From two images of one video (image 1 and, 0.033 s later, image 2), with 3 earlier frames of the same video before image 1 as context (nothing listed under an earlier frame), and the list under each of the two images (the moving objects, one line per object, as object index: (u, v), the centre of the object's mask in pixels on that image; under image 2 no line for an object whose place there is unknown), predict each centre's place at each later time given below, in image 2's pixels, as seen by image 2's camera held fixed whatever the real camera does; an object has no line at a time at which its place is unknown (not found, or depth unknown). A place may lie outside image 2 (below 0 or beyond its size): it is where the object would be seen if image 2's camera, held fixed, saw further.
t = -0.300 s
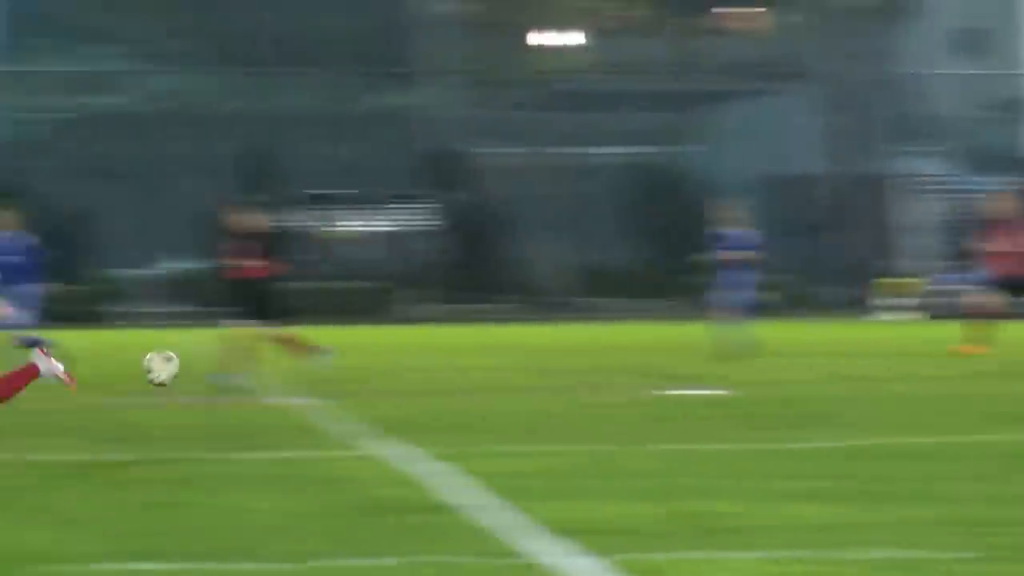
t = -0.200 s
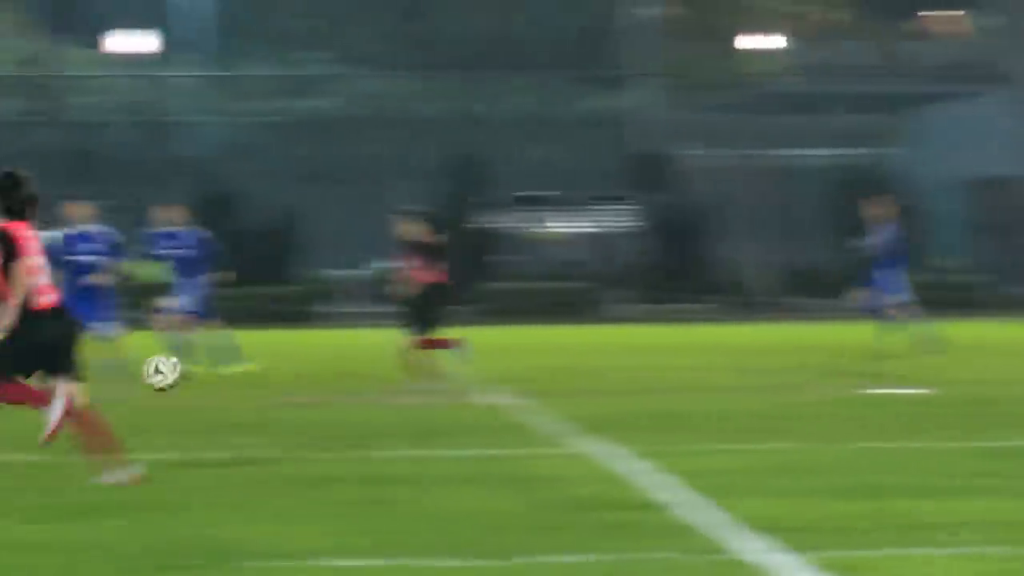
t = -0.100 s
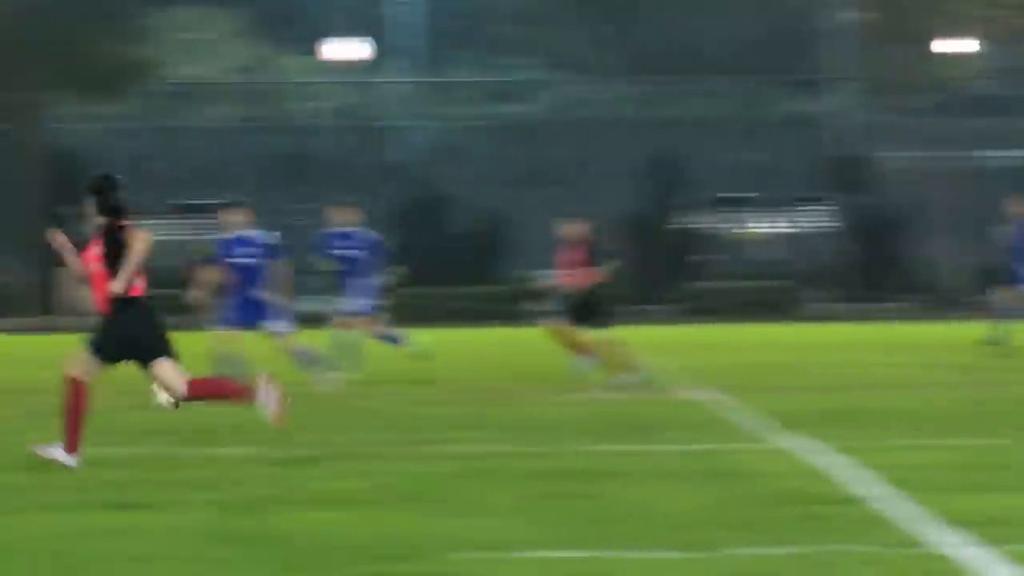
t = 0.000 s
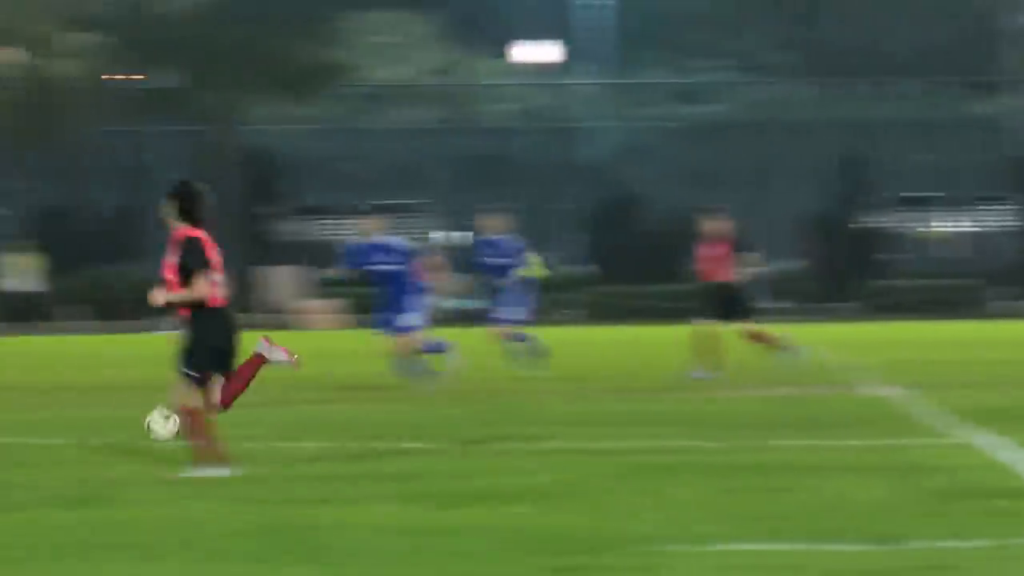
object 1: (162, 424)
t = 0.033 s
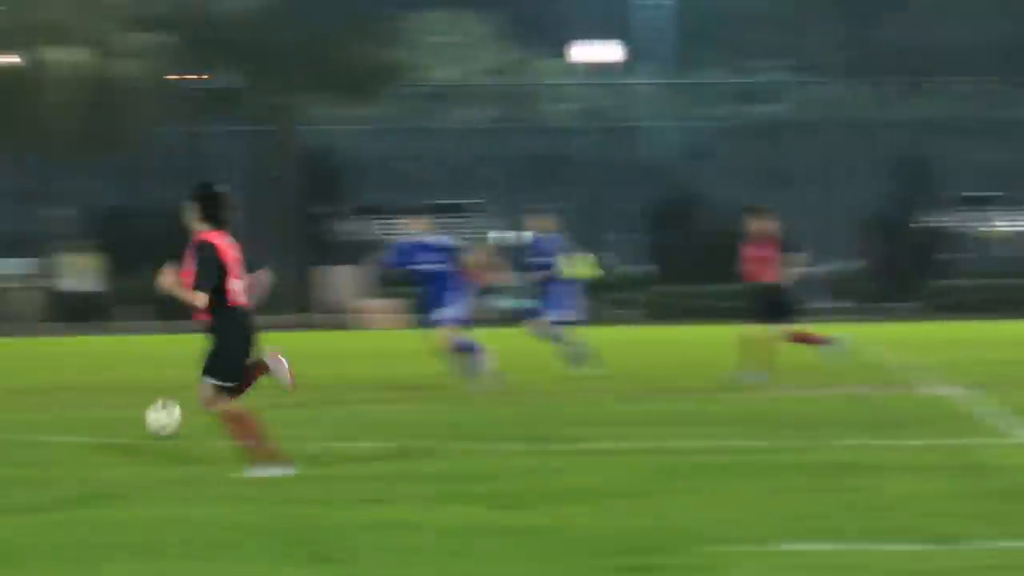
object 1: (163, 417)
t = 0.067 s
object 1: (108, 413)
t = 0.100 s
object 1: (46, 408)
